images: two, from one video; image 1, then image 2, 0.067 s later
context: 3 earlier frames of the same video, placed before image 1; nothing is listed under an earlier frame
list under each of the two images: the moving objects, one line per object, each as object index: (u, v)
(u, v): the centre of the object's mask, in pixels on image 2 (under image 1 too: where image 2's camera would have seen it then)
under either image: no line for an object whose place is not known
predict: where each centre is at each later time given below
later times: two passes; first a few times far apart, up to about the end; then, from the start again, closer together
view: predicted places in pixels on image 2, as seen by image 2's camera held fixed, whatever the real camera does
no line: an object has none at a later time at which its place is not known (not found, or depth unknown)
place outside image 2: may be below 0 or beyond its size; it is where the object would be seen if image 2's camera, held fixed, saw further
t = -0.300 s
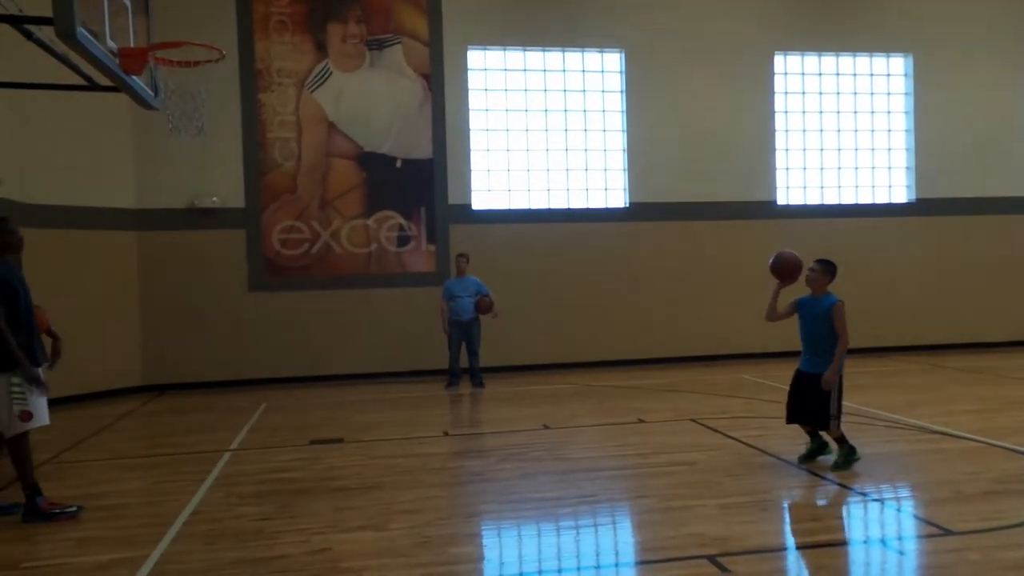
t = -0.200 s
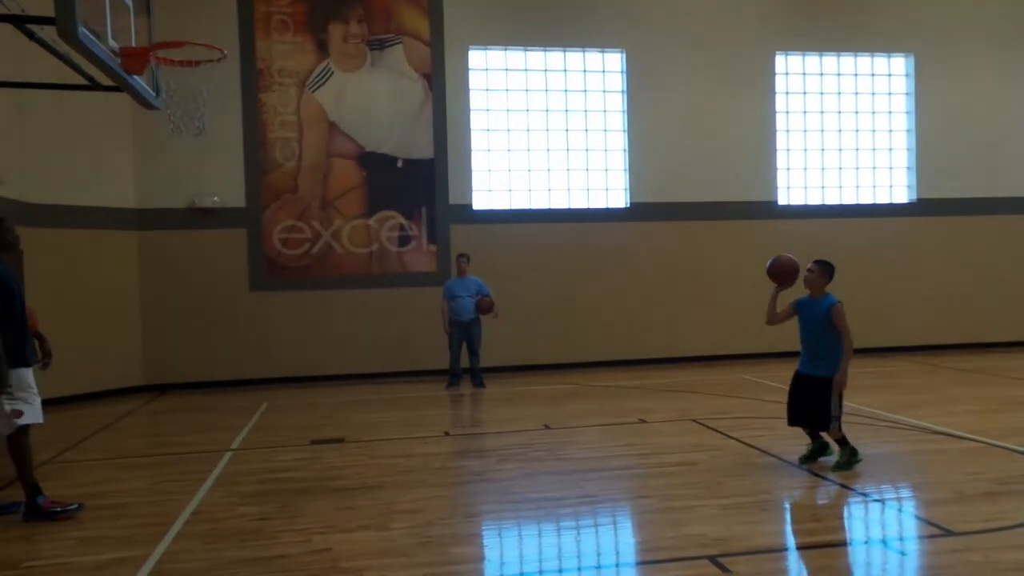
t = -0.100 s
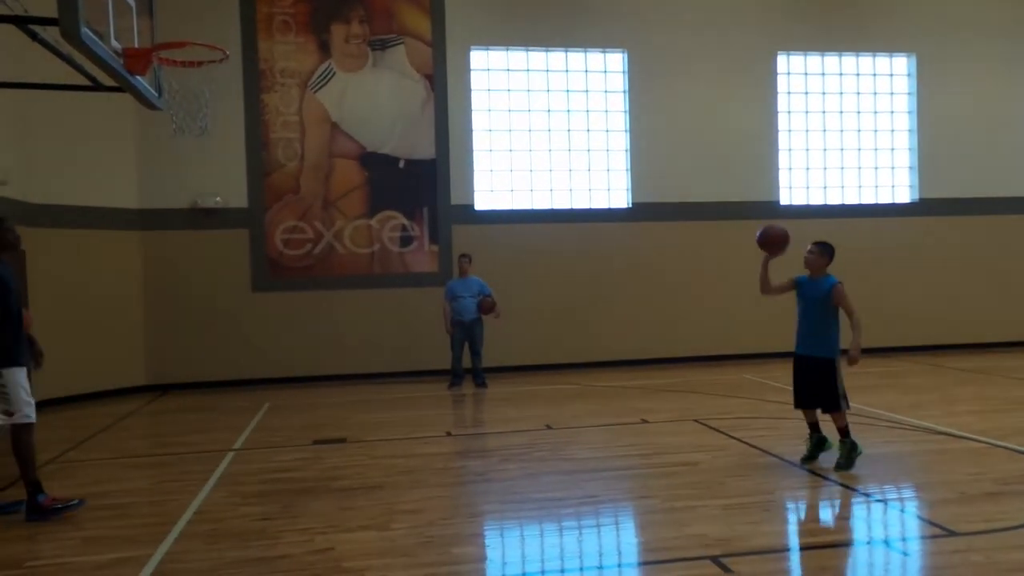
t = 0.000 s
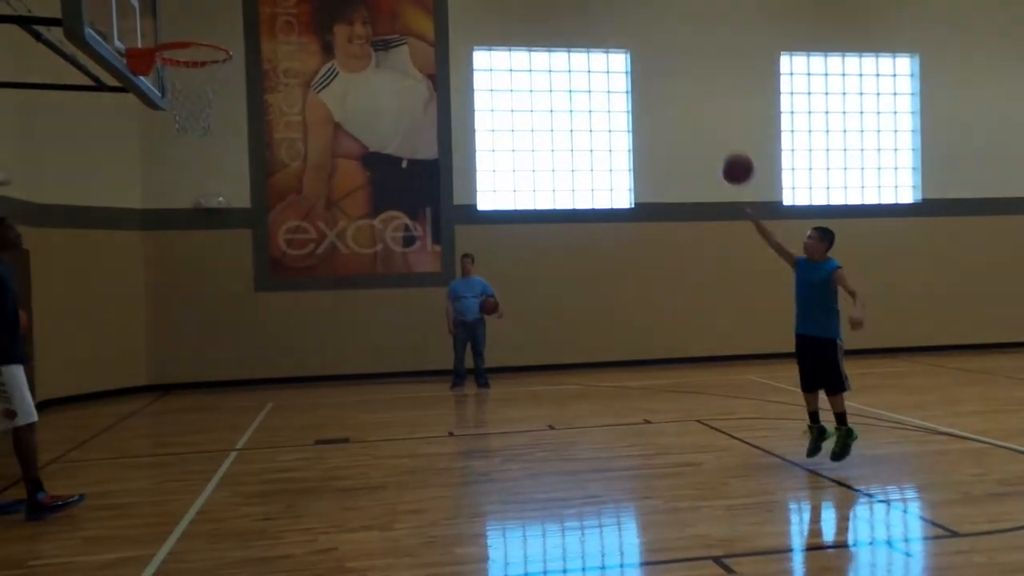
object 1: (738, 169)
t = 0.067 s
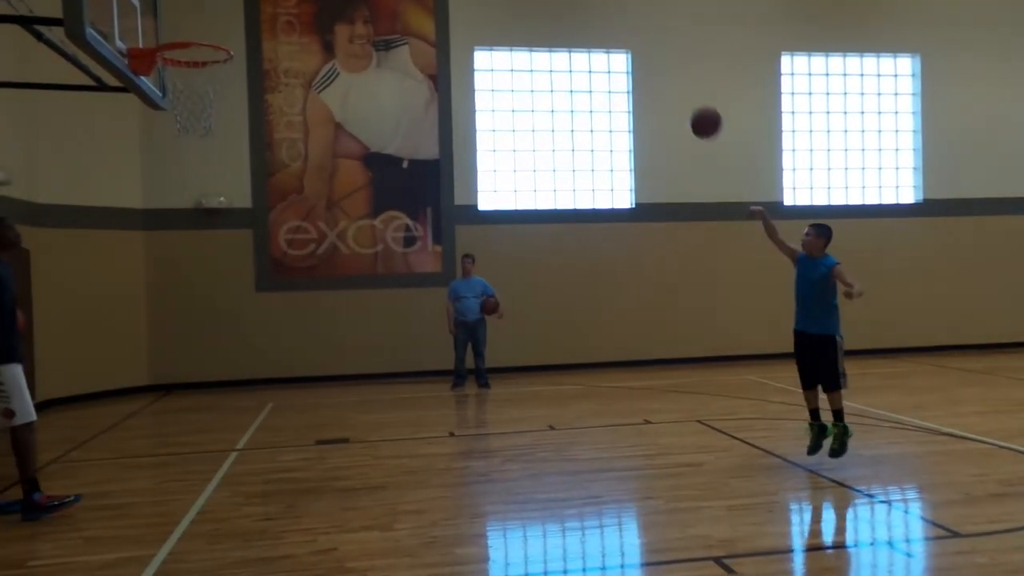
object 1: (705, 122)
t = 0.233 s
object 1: (620, 28)
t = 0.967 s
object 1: (231, 38)
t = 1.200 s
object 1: (157, 24)
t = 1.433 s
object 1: (201, 58)
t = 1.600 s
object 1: (228, 101)
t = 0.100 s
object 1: (688, 101)
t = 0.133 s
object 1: (672, 80)
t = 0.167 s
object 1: (654, 62)
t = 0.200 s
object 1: (637, 44)
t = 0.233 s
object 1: (620, 28)
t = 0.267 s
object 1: (603, 13)
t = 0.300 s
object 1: (585, 5)
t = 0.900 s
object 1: (265, 10)
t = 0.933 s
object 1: (247, 23)
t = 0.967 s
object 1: (231, 38)
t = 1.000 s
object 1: (219, 34)
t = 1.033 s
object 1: (210, 27)
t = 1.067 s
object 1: (199, 24)
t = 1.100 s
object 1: (188, 22)
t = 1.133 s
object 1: (178, 21)
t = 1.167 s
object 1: (168, 22)
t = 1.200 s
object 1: (157, 24)
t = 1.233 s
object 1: (148, 27)
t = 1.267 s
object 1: (156, 28)
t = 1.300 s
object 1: (165, 28)
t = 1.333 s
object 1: (173, 30)
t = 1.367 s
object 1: (184, 39)
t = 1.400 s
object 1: (192, 50)
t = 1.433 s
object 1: (201, 58)
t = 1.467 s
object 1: (210, 67)
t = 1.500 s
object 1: (218, 80)
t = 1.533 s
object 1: (223, 90)
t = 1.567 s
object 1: (227, 97)
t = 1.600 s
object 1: (228, 101)
